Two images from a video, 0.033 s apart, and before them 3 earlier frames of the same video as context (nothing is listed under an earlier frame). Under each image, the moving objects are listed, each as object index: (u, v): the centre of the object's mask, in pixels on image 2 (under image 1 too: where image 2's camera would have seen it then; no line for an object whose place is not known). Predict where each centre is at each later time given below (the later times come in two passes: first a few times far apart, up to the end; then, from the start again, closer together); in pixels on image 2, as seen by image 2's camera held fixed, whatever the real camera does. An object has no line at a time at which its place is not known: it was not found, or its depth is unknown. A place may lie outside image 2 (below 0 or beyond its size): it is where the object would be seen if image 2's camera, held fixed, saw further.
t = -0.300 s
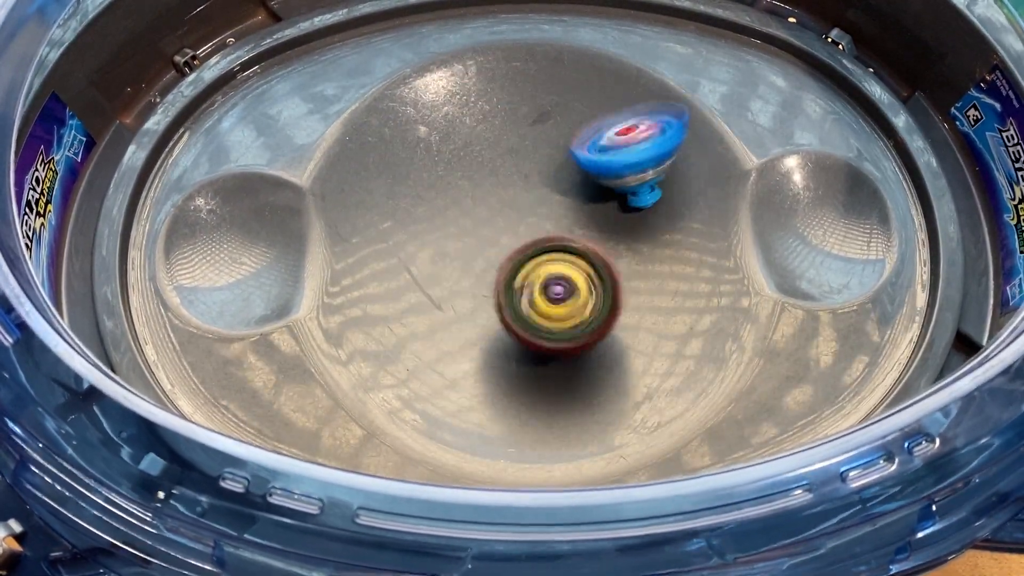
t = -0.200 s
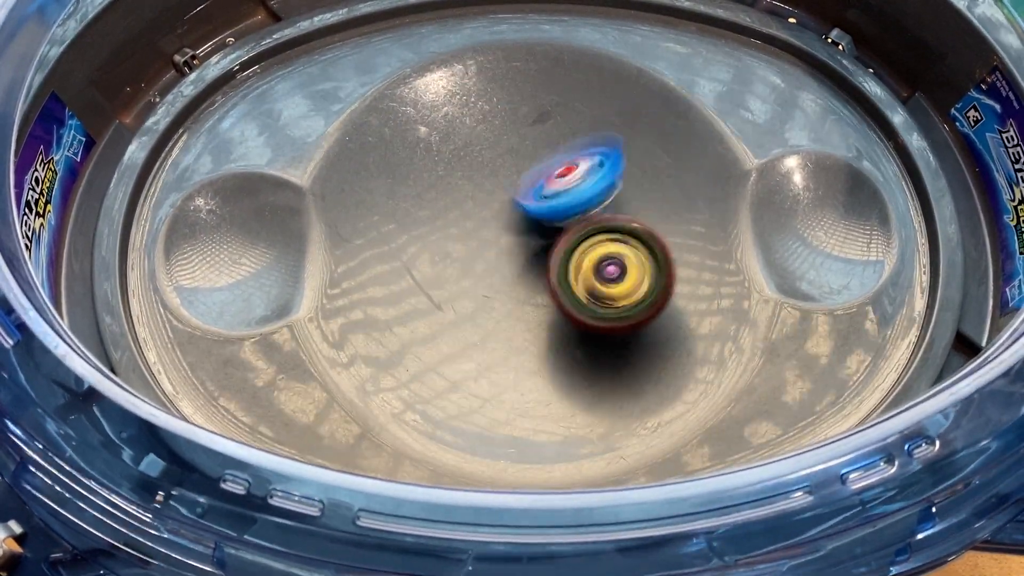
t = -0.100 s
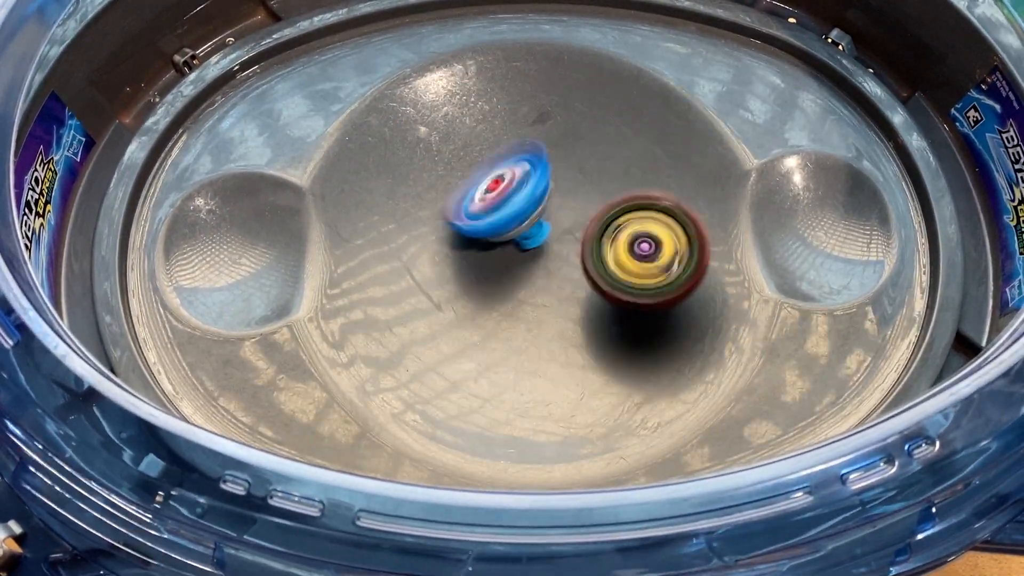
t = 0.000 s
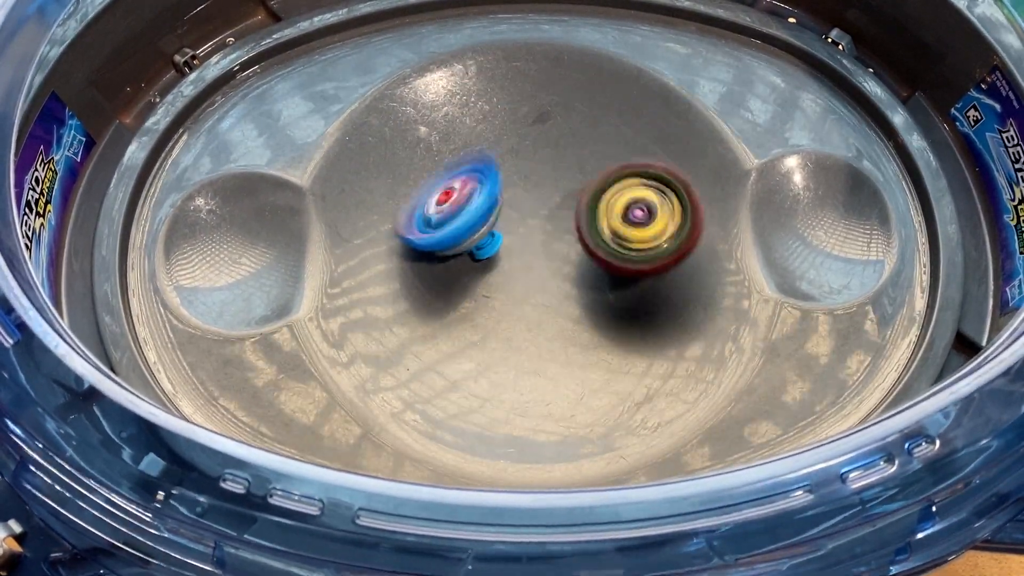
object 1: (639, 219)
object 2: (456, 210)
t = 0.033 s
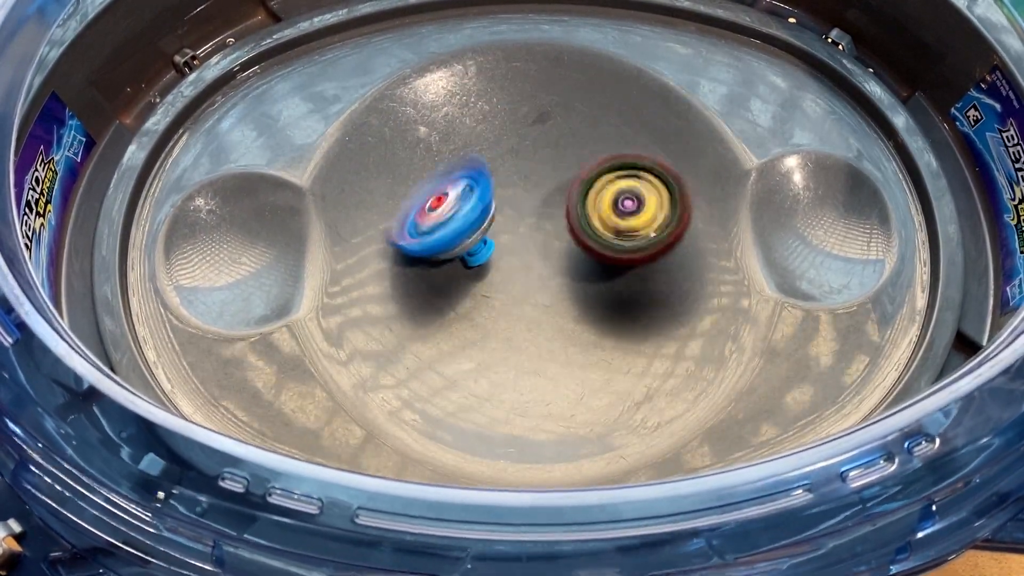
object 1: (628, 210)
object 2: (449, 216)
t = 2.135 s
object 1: (488, 220)
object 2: (691, 215)
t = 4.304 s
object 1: (640, 260)
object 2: (396, 253)
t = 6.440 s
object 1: (518, 204)
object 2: (663, 218)
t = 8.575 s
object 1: (466, 208)
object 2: (587, 264)
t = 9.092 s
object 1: (513, 222)
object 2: (606, 238)
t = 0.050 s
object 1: (622, 207)
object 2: (448, 218)
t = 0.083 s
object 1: (608, 201)
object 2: (448, 224)
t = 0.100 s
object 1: (599, 200)
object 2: (450, 226)
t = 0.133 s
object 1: (583, 197)
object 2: (456, 230)
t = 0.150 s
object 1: (572, 198)
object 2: (462, 229)
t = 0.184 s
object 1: (571, 202)
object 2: (453, 227)
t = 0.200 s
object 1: (569, 206)
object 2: (448, 226)
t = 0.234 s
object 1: (564, 213)
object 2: (441, 224)
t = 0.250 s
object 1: (561, 217)
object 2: (441, 221)
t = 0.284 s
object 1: (557, 224)
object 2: (440, 217)
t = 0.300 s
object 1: (557, 227)
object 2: (438, 211)
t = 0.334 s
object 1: (559, 235)
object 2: (433, 204)
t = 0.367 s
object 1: (559, 243)
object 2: (433, 195)
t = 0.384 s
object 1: (560, 245)
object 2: (434, 190)
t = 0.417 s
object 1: (561, 252)
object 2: (440, 183)
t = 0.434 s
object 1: (563, 254)
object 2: (443, 178)
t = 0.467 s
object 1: (564, 260)
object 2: (454, 175)
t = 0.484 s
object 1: (565, 260)
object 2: (460, 172)
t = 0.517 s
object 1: (566, 266)
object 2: (472, 169)
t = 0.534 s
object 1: (566, 266)
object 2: (478, 170)
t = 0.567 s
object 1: (567, 269)
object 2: (496, 172)
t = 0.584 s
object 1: (568, 271)
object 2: (498, 171)
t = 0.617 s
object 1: (573, 276)
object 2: (508, 170)
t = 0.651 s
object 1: (575, 280)
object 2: (516, 170)
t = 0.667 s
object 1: (577, 280)
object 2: (520, 173)
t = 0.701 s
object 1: (578, 285)
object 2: (527, 174)
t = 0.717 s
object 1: (580, 286)
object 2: (529, 175)
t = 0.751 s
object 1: (583, 290)
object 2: (533, 181)
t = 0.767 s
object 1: (583, 290)
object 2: (534, 182)
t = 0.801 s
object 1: (582, 292)
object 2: (537, 188)
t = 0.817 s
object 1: (579, 295)
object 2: (540, 192)
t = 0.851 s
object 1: (576, 303)
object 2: (542, 196)
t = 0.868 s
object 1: (576, 308)
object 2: (540, 199)
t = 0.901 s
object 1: (575, 316)
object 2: (534, 207)
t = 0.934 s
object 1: (575, 322)
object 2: (526, 217)
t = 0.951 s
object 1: (575, 325)
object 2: (520, 223)
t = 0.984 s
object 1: (575, 328)
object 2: (508, 235)
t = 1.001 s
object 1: (575, 330)
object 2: (502, 241)
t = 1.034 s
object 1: (574, 336)
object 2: (491, 252)
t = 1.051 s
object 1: (579, 337)
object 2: (480, 256)
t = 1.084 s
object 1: (586, 342)
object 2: (461, 263)
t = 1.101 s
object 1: (589, 343)
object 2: (453, 266)
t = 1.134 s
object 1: (595, 343)
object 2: (435, 276)
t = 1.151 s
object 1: (597, 343)
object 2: (430, 282)
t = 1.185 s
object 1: (601, 339)
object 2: (417, 290)
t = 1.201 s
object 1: (603, 337)
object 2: (410, 294)
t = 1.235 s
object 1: (604, 332)
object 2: (403, 300)
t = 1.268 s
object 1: (601, 324)
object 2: (400, 306)
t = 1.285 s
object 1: (599, 319)
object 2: (399, 305)
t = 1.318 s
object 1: (593, 309)
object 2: (401, 307)
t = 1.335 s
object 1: (588, 304)
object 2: (405, 308)
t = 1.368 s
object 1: (578, 291)
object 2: (414, 306)
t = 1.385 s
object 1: (572, 286)
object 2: (420, 306)
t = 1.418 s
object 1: (561, 273)
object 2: (435, 305)
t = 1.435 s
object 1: (559, 263)
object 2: (438, 306)
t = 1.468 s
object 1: (557, 243)
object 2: (441, 308)
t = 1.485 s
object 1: (556, 235)
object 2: (446, 310)
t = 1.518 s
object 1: (550, 219)
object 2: (455, 312)
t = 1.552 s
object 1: (541, 203)
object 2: (468, 310)
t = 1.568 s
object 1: (539, 197)
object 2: (474, 308)
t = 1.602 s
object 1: (528, 187)
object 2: (489, 306)
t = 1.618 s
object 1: (522, 180)
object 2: (498, 306)
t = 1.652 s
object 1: (512, 173)
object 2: (517, 304)
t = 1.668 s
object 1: (506, 173)
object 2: (526, 302)
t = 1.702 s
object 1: (495, 168)
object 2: (546, 302)
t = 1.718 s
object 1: (492, 166)
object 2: (558, 300)
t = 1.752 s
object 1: (484, 167)
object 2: (580, 298)
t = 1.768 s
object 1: (480, 165)
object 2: (587, 293)
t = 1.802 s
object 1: (476, 166)
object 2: (605, 285)
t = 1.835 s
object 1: (474, 169)
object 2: (619, 279)
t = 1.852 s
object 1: (472, 172)
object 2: (627, 274)
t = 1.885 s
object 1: (471, 177)
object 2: (638, 266)
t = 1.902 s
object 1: (474, 180)
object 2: (640, 262)
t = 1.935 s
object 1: (475, 188)
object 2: (645, 257)
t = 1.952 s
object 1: (475, 192)
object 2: (649, 252)
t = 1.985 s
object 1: (480, 200)
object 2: (652, 243)
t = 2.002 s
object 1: (484, 206)
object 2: (651, 241)
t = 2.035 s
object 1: (493, 213)
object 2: (649, 234)
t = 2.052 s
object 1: (500, 216)
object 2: (648, 231)
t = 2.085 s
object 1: (510, 221)
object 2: (644, 225)
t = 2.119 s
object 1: (495, 222)
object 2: (676, 218)
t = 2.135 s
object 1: (488, 220)
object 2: (691, 215)
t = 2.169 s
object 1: (482, 223)
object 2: (715, 211)
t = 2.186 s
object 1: (481, 228)
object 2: (725, 208)
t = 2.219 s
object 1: (479, 233)
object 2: (745, 205)
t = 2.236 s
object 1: (478, 236)
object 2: (755, 203)
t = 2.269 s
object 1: (481, 242)
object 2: (774, 199)
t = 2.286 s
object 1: (484, 246)
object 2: (786, 195)
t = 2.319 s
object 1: (490, 252)
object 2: (808, 189)
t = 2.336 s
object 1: (493, 253)
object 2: (817, 184)
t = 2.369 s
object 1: (501, 258)
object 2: (838, 175)
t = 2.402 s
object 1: (511, 262)
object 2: (853, 169)
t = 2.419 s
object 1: (517, 264)
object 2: (860, 168)
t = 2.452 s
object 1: (528, 264)
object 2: (867, 171)
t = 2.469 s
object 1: (532, 262)
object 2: (869, 173)
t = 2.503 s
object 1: (542, 259)
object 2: (867, 183)
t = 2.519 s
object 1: (548, 258)
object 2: (861, 188)
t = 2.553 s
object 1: (557, 253)
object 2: (850, 199)
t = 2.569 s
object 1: (560, 248)
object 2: (841, 205)
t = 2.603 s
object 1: (567, 242)
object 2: (818, 211)
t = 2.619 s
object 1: (571, 239)
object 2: (810, 212)
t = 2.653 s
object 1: (575, 232)
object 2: (792, 213)
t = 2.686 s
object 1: (577, 225)
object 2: (773, 211)
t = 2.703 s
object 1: (576, 220)
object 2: (766, 209)
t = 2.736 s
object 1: (575, 214)
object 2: (745, 208)
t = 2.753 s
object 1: (576, 211)
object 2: (732, 210)
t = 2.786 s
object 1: (575, 206)
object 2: (702, 214)
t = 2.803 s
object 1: (570, 202)
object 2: (688, 218)
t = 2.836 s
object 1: (549, 195)
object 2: (677, 234)
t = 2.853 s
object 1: (541, 189)
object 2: (673, 243)
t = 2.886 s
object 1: (521, 184)
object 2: (658, 270)
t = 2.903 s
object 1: (514, 186)
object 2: (648, 282)
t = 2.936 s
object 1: (500, 186)
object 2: (628, 299)
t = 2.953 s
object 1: (493, 185)
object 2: (615, 308)
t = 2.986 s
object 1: (484, 190)
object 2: (590, 321)
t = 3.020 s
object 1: (477, 197)
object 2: (563, 329)
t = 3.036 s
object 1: (478, 200)
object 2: (548, 332)
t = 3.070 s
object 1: (474, 208)
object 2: (521, 333)
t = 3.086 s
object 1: (472, 213)
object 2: (508, 332)
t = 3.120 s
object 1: (471, 217)
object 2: (486, 329)
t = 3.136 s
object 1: (471, 216)
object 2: (477, 330)
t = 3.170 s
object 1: (472, 217)
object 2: (461, 330)
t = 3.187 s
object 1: (474, 217)
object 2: (452, 327)
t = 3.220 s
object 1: (478, 219)
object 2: (442, 324)
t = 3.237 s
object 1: (479, 219)
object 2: (436, 322)
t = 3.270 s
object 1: (484, 220)
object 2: (427, 315)
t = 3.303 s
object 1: (491, 220)
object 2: (421, 307)
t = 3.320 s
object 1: (495, 218)
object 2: (417, 304)
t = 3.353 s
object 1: (503, 217)
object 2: (413, 292)
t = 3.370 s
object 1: (508, 217)
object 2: (414, 289)
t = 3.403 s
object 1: (518, 215)
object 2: (416, 275)
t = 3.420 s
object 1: (524, 214)
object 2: (416, 274)
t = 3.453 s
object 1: (541, 210)
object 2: (412, 266)
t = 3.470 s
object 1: (547, 208)
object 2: (416, 261)
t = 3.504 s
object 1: (561, 202)
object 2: (420, 252)
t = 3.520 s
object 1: (567, 199)
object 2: (424, 246)
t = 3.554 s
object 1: (578, 194)
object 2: (434, 237)
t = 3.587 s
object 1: (589, 190)
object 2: (446, 233)
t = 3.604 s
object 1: (593, 188)
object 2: (454, 229)
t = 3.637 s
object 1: (599, 183)
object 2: (469, 225)
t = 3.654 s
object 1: (602, 182)
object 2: (478, 223)
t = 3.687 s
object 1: (608, 180)
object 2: (491, 220)
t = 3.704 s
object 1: (614, 180)
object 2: (490, 224)
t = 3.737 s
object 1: (633, 175)
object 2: (480, 229)
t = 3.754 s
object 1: (638, 175)
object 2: (481, 232)
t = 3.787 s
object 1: (646, 175)
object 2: (473, 235)
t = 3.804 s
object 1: (648, 173)
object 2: (472, 237)
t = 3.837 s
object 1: (650, 176)
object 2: (469, 240)
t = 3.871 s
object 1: (651, 178)
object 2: (466, 242)
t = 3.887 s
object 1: (651, 178)
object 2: (465, 242)
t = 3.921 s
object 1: (648, 184)
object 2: (467, 244)
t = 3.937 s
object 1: (648, 185)
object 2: (467, 243)
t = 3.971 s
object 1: (641, 193)
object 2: (472, 246)
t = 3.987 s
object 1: (639, 198)
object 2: (475, 247)
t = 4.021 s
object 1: (630, 205)
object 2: (483, 248)
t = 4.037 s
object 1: (624, 213)
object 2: (487, 249)
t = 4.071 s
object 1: (614, 223)
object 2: (493, 253)
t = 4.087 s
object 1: (614, 226)
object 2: (492, 256)
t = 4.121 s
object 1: (631, 232)
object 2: (462, 263)
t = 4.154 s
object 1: (644, 238)
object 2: (436, 263)
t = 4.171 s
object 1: (650, 241)
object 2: (426, 263)
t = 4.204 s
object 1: (652, 247)
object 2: (411, 262)
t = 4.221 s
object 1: (654, 249)
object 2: (407, 262)
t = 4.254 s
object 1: (649, 255)
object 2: (400, 257)
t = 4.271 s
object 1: (648, 257)
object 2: (398, 254)
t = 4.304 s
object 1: (640, 260)
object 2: (396, 253)
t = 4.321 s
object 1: (637, 262)
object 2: (396, 253)
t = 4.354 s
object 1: (626, 266)
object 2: (398, 249)
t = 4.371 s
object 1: (621, 268)
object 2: (402, 249)
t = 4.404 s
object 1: (608, 271)
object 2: (410, 246)
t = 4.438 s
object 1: (594, 274)
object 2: (421, 244)
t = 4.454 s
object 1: (588, 275)
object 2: (427, 243)
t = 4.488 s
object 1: (572, 277)
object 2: (442, 243)
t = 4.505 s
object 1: (567, 279)
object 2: (445, 243)
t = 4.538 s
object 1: (568, 284)
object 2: (440, 234)
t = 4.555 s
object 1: (571, 286)
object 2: (436, 228)
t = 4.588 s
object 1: (568, 290)
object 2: (435, 217)
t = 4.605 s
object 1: (567, 291)
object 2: (435, 214)
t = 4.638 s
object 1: (563, 290)
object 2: (440, 204)
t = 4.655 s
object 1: (562, 289)
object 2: (442, 201)
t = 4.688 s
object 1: (558, 287)
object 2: (449, 192)
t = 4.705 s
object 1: (557, 285)
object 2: (453, 188)
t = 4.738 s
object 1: (551, 281)
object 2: (464, 183)
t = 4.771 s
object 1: (547, 275)
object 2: (474, 179)
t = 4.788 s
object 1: (544, 273)
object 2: (480, 176)
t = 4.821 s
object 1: (543, 271)
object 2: (486, 169)
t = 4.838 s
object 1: (541, 270)
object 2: (492, 164)
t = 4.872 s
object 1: (539, 265)
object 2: (500, 157)
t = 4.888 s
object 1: (538, 264)
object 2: (504, 154)
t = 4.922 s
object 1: (537, 262)
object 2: (511, 148)
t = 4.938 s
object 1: (535, 260)
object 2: (515, 145)
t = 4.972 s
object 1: (533, 257)
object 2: (523, 139)
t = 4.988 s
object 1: (533, 256)
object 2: (529, 137)
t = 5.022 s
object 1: (533, 253)
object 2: (537, 130)
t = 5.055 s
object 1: (531, 249)
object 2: (547, 129)
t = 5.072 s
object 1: (531, 246)
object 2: (550, 129)
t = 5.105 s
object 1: (529, 251)
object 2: (557, 122)
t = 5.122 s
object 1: (528, 252)
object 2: (561, 120)
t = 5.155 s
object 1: (527, 259)
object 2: (569, 115)
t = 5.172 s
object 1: (529, 260)
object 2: (573, 116)
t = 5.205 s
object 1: (526, 265)
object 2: (581, 117)
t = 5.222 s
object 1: (527, 263)
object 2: (584, 120)
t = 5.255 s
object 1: (527, 265)
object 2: (591, 125)
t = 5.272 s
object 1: (527, 264)
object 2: (593, 131)
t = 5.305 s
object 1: (530, 263)
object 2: (596, 141)
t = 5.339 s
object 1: (531, 259)
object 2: (597, 155)
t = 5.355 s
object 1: (533, 260)
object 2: (598, 161)
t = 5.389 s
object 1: (526, 265)
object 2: (598, 164)
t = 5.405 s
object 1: (526, 267)
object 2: (599, 168)
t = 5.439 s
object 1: (518, 271)
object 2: (600, 175)
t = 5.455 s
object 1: (517, 273)
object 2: (600, 180)
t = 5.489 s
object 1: (510, 275)
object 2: (602, 189)
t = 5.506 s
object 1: (509, 275)
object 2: (603, 193)
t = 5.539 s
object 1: (504, 277)
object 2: (604, 198)
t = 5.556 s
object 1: (500, 276)
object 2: (604, 202)
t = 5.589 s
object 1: (500, 276)
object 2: (603, 210)
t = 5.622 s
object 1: (495, 275)
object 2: (602, 215)
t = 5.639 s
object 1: (493, 276)
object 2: (603, 219)
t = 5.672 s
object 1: (487, 272)
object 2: (606, 222)
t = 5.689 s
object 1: (487, 272)
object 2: (606, 225)
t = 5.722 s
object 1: (485, 268)
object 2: (606, 229)
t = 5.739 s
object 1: (483, 267)
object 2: (606, 229)
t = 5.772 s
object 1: (474, 264)
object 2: (611, 226)
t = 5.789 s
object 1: (470, 262)
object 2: (612, 228)
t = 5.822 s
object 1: (468, 259)
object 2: (615, 230)
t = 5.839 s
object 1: (466, 257)
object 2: (615, 231)
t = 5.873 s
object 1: (467, 253)
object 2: (614, 232)
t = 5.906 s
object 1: (466, 249)
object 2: (610, 236)
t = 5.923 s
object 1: (469, 245)
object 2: (609, 236)
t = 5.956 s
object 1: (474, 243)
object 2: (601, 235)
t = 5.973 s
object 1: (474, 241)
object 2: (602, 236)
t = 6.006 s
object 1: (475, 236)
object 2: (600, 232)
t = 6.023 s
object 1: (475, 231)
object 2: (604, 229)
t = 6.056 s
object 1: (481, 225)
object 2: (607, 228)
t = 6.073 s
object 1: (484, 225)
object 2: (608, 228)
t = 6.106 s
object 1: (487, 221)
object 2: (616, 225)
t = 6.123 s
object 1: (490, 220)
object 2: (619, 224)
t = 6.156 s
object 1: (494, 217)
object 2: (627, 223)
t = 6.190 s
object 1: (502, 215)
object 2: (633, 221)
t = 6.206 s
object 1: (505, 214)
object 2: (634, 222)
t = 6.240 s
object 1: (511, 210)
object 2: (642, 217)
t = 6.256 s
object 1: (514, 210)
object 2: (643, 217)
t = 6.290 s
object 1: (518, 208)
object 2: (646, 217)
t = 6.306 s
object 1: (519, 206)
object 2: (647, 217)
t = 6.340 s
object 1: (520, 206)
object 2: (653, 215)
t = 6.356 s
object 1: (522, 203)
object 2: (654, 214)
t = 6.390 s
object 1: (524, 205)
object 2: (661, 213)
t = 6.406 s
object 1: (519, 207)
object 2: (662, 213)
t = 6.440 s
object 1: (518, 204)
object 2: (663, 218)
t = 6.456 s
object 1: (519, 205)
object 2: (664, 218)
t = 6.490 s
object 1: (515, 206)
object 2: (658, 219)
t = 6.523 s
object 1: (519, 207)
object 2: (651, 220)
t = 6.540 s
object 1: (517, 210)
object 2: (647, 220)
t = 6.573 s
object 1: (505, 208)
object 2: (649, 216)
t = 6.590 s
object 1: (503, 209)
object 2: (646, 217)
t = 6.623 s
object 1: (495, 211)
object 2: (643, 220)
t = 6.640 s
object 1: (493, 213)
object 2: (640, 220)
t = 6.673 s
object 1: (486, 217)
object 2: (632, 224)
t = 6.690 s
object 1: (483, 218)
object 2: (629, 226)
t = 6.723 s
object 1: (483, 221)
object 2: (620, 229)
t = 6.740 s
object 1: (480, 223)
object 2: (613, 231)
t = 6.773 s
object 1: (477, 224)
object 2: (603, 232)
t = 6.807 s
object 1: (466, 222)
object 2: (604, 232)
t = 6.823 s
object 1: (461, 222)
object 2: (603, 237)
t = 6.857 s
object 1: (455, 219)
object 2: (604, 241)
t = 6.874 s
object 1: (454, 219)
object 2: (601, 245)
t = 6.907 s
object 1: (452, 218)
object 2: (598, 252)
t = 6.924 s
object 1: (452, 216)
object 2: (598, 254)
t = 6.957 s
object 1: (456, 216)
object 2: (594, 258)
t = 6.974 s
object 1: (457, 218)
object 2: (592, 261)
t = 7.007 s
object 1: (460, 218)
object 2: (590, 264)
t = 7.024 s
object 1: (463, 217)
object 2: (586, 263)
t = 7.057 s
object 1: (467, 217)
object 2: (581, 267)
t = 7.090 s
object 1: (472, 212)
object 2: (584, 267)
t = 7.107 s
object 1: (474, 210)
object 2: (585, 267)
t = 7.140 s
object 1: (480, 209)
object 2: (590, 269)
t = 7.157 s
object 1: (483, 209)
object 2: (591, 270)
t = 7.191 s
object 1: (487, 208)
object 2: (599, 273)
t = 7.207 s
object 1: (489, 209)
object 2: (602, 274)
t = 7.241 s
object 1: (494, 209)
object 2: (608, 276)
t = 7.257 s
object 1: (497, 210)
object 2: (611, 275)
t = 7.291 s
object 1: (502, 211)
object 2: (616, 277)
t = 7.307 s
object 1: (504, 209)
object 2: (621, 277)
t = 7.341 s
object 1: (510, 208)
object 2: (625, 275)
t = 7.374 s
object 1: (516, 211)
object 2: (627, 273)
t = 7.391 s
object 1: (517, 211)
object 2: (631, 273)
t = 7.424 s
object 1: (520, 212)
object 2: (633, 270)
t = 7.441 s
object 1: (521, 212)
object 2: (632, 270)
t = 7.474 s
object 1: (520, 210)
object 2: (636, 267)
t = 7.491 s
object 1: (521, 209)
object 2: (638, 266)
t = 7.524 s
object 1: (521, 209)
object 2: (637, 261)
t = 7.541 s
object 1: (515, 207)
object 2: (644, 260)
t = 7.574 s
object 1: (507, 205)
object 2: (649, 255)
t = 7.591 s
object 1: (505, 204)
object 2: (651, 253)
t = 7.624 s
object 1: (502, 203)
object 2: (649, 249)
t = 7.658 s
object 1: (498, 203)
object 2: (644, 243)
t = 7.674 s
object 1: (495, 202)
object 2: (638, 242)
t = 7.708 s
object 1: (491, 201)
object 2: (629, 240)
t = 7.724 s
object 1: (489, 201)
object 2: (625, 239)
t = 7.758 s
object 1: (487, 200)
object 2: (613, 237)
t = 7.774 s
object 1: (486, 201)
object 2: (607, 237)
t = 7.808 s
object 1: (484, 198)
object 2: (605, 233)
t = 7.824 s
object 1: (484, 198)
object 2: (601, 232)
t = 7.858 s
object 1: (479, 197)
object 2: (602, 230)
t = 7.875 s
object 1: (478, 197)
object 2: (600, 229)
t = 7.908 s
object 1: (476, 196)
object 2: (594, 232)
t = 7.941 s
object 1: (475, 195)
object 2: (596, 238)
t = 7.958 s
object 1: (474, 196)
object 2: (596, 240)
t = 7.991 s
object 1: (474, 198)
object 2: (593, 246)
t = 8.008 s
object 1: (474, 198)
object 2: (593, 249)
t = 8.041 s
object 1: (473, 203)
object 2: (592, 254)
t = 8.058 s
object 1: (473, 206)
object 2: (593, 256)
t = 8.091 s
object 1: (473, 210)
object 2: (592, 258)
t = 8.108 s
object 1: (473, 211)
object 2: (591, 260)
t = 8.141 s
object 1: (472, 210)
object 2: (600, 260)
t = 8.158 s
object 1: (474, 210)
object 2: (601, 260)
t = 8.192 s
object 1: (478, 214)
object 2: (599, 260)
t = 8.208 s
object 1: (477, 215)
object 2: (600, 261)
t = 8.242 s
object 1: (461, 214)
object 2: (616, 263)
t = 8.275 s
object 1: (455, 213)
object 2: (624, 262)
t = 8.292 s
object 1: (454, 212)
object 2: (626, 260)
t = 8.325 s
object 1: (453, 211)
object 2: (626, 257)
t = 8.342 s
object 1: (453, 211)
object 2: (624, 255)
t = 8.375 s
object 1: (457, 212)
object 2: (617, 254)
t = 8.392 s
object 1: (459, 213)
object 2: (612, 255)
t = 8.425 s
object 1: (461, 218)
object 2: (600, 262)
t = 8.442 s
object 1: (463, 219)
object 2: (596, 265)
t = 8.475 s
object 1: (468, 222)
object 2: (591, 267)
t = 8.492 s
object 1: (470, 224)
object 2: (586, 260)
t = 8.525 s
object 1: (464, 217)
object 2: (587, 259)
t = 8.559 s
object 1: (463, 209)
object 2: (589, 263)
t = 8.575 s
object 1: (466, 208)
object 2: (587, 264)
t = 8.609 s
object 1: (473, 209)
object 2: (585, 265)
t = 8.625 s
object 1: (477, 208)
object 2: (587, 266)
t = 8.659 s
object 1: (474, 203)
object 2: (599, 276)
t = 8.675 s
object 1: (475, 201)
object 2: (604, 276)
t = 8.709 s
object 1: (480, 201)
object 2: (614, 279)
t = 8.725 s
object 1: (482, 199)
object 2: (619, 284)
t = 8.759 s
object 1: (487, 202)
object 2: (624, 287)
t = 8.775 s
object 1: (489, 203)
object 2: (625, 286)
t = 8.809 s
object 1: (493, 204)
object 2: (624, 281)
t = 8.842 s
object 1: (500, 206)
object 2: (616, 278)
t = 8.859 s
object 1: (503, 209)
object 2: (612, 276)
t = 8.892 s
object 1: (511, 213)
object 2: (601, 274)
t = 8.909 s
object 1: (515, 212)
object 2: (597, 273)
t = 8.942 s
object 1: (514, 212)
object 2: (601, 262)
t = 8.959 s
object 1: (514, 210)
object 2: (602, 259)
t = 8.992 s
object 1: (514, 212)
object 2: (606, 250)
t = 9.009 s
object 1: (514, 213)
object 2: (606, 247)
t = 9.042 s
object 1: (515, 215)
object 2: (604, 245)
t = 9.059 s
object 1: (515, 217)
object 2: (607, 240)
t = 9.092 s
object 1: (513, 222)
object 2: (606, 238)
